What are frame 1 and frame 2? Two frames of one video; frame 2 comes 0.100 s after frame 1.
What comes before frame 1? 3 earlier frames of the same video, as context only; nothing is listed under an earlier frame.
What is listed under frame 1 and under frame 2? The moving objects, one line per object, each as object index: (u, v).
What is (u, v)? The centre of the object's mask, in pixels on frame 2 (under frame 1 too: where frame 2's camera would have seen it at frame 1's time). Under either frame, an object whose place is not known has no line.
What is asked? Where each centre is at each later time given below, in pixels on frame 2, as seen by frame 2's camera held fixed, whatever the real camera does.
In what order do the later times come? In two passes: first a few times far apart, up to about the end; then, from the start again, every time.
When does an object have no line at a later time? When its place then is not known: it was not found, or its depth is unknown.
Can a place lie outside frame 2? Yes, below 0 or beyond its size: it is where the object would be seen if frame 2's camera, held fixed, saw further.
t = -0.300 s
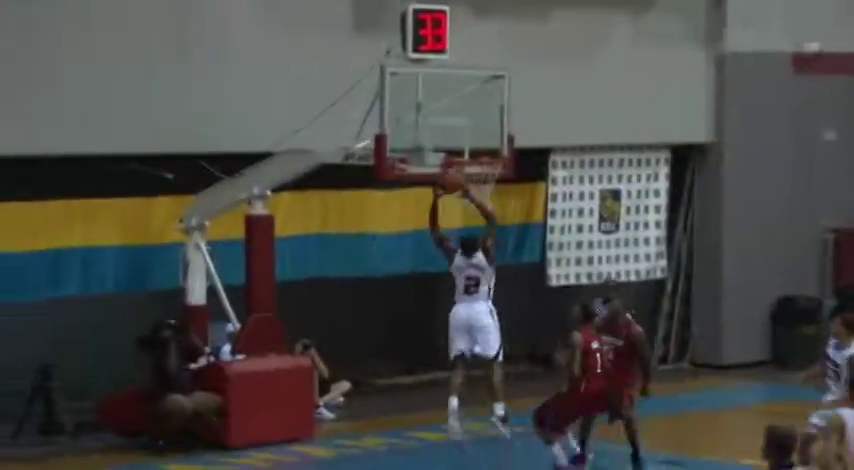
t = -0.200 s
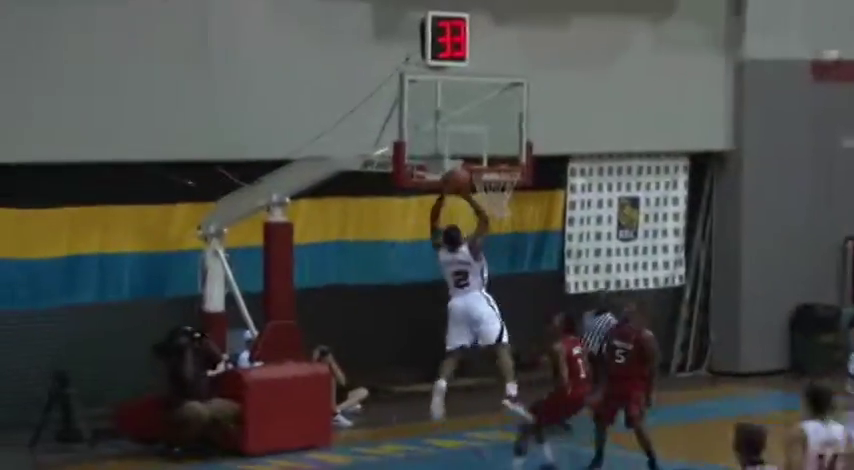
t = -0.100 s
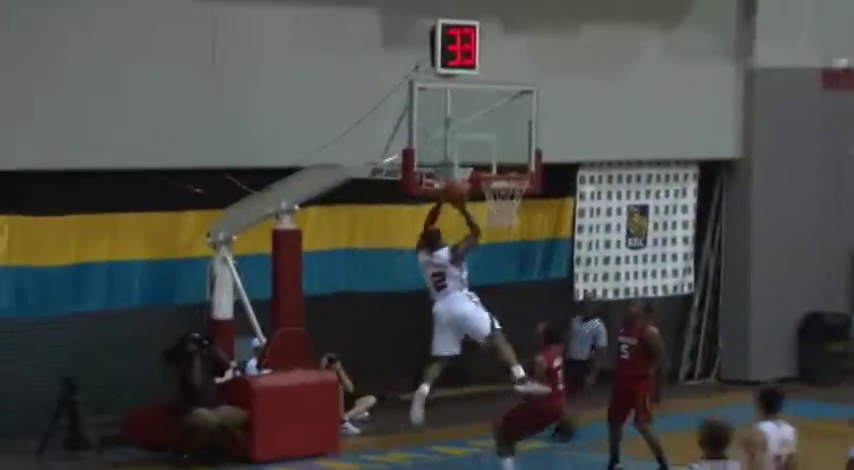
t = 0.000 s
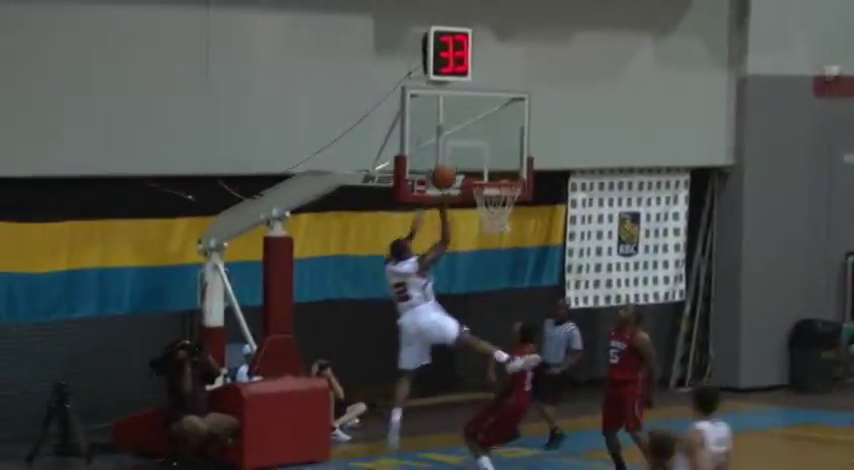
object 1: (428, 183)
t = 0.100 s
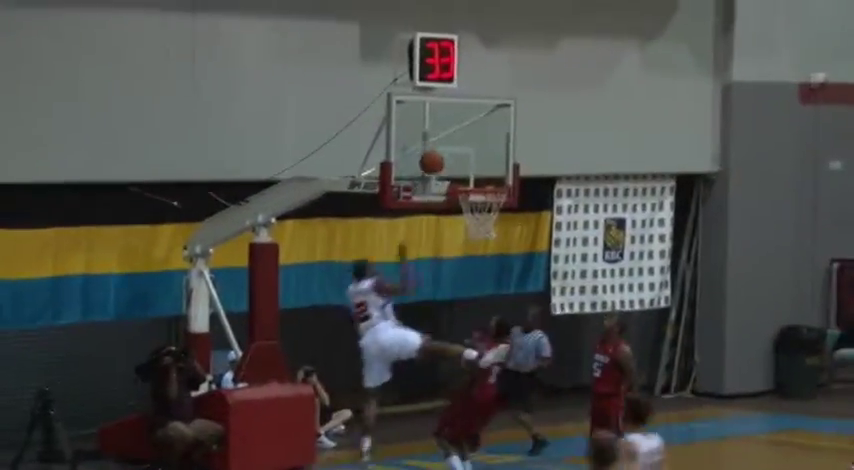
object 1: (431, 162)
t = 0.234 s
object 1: (434, 149)
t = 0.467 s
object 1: (477, 170)
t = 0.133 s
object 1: (432, 157)
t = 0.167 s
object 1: (433, 153)
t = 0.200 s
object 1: (433, 150)
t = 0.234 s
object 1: (434, 149)
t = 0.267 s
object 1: (439, 148)
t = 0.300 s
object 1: (445, 150)
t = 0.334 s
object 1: (451, 151)
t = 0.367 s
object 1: (458, 155)
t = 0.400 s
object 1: (464, 159)
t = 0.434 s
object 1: (471, 165)
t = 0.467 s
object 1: (477, 170)
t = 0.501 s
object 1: (483, 178)
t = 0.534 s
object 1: (491, 186)
